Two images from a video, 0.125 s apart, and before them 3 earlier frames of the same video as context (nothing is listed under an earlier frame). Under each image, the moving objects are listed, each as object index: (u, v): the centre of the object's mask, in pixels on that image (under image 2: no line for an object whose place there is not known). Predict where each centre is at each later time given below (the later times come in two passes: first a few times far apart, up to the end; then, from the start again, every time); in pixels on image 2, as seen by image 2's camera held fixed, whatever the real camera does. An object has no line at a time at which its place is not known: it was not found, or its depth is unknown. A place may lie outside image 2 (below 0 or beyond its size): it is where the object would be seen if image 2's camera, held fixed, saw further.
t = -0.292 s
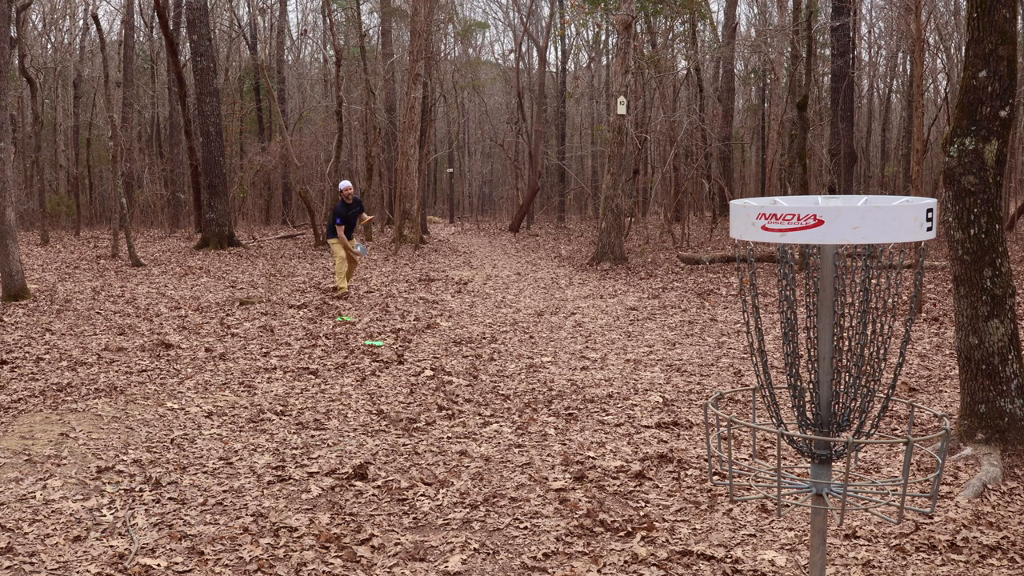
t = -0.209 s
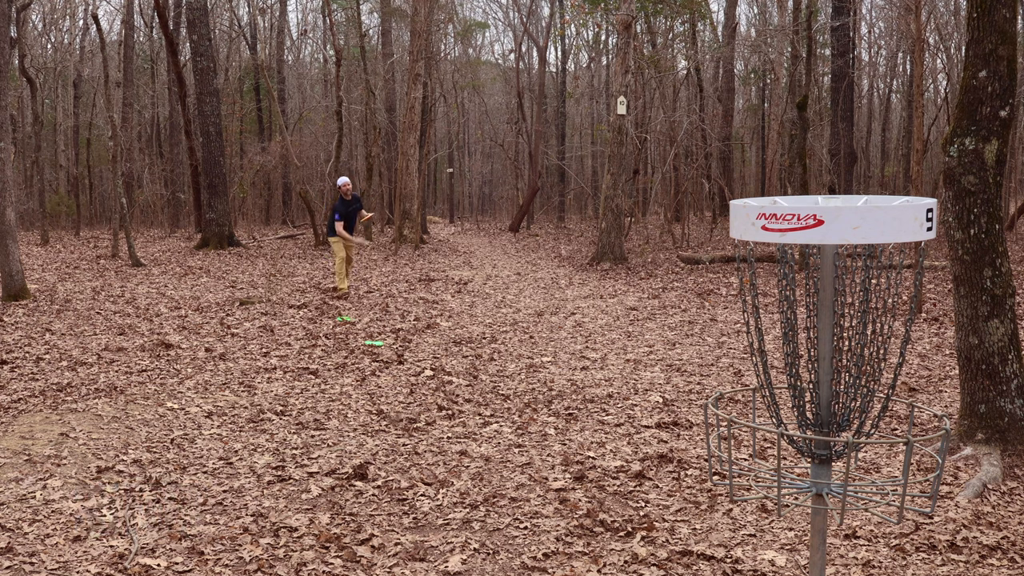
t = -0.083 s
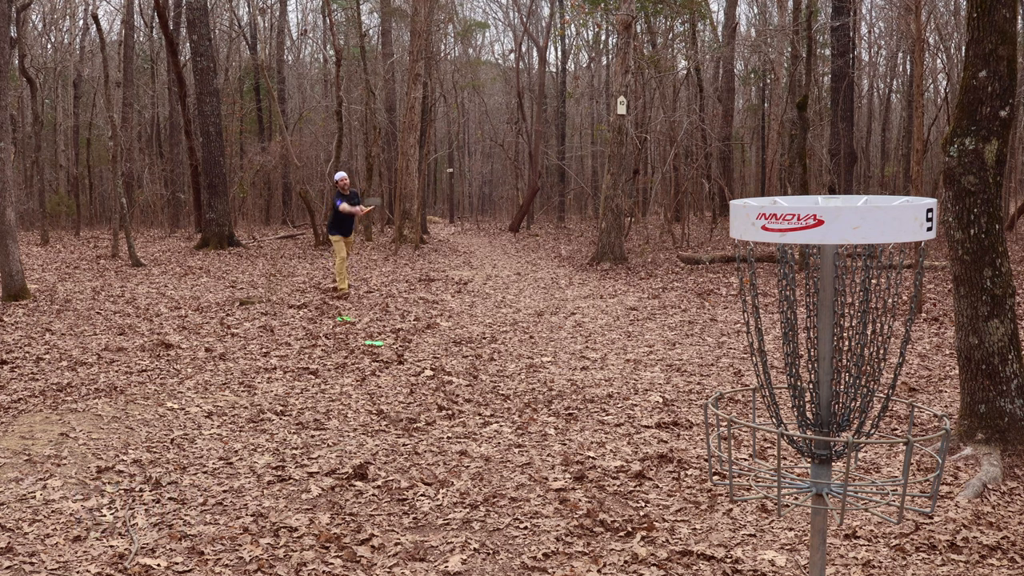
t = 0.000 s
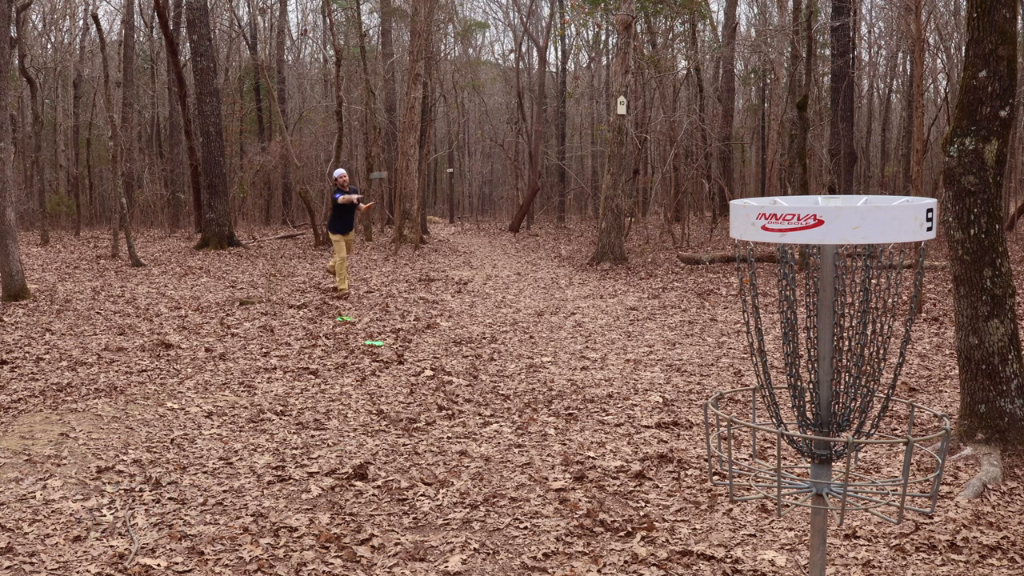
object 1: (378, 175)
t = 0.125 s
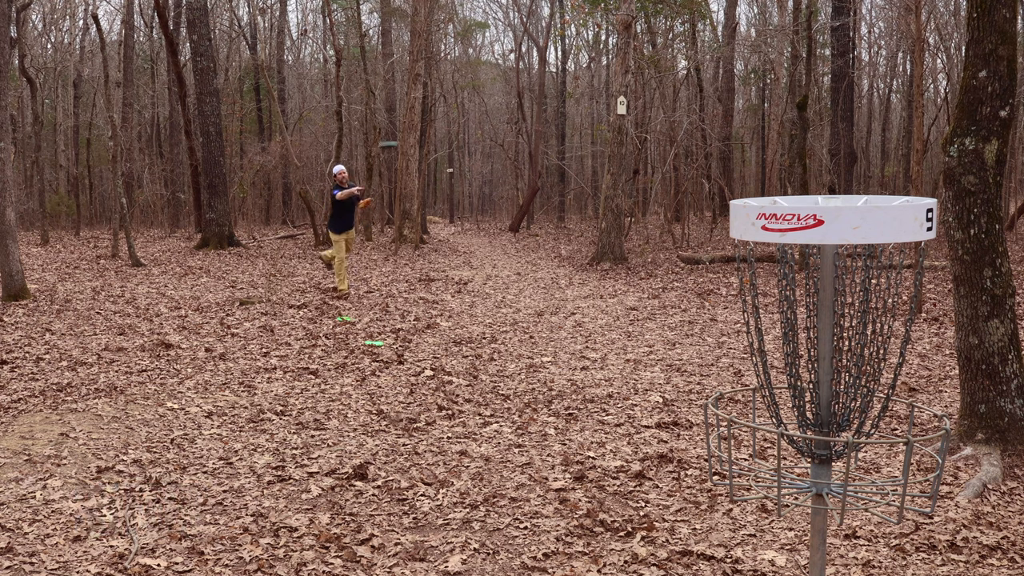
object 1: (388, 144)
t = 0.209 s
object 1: (395, 130)
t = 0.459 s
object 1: (429, 115)
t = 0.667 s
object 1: (471, 133)
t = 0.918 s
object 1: (567, 206)
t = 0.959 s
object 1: (594, 227)
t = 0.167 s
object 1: (391, 137)
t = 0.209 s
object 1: (395, 130)
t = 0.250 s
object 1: (400, 125)
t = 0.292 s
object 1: (405, 121)
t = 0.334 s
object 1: (410, 118)
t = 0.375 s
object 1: (416, 116)
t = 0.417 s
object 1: (422, 115)
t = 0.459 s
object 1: (429, 115)
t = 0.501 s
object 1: (435, 116)
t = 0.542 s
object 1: (443, 118)
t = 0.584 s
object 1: (452, 122)
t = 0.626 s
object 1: (462, 127)
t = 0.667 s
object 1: (471, 133)
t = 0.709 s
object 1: (483, 140)
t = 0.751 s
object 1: (495, 149)
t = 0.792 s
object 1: (510, 160)
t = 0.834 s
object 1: (527, 173)
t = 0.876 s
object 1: (546, 188)
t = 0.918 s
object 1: (567, 206)
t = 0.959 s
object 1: (594, 227)
